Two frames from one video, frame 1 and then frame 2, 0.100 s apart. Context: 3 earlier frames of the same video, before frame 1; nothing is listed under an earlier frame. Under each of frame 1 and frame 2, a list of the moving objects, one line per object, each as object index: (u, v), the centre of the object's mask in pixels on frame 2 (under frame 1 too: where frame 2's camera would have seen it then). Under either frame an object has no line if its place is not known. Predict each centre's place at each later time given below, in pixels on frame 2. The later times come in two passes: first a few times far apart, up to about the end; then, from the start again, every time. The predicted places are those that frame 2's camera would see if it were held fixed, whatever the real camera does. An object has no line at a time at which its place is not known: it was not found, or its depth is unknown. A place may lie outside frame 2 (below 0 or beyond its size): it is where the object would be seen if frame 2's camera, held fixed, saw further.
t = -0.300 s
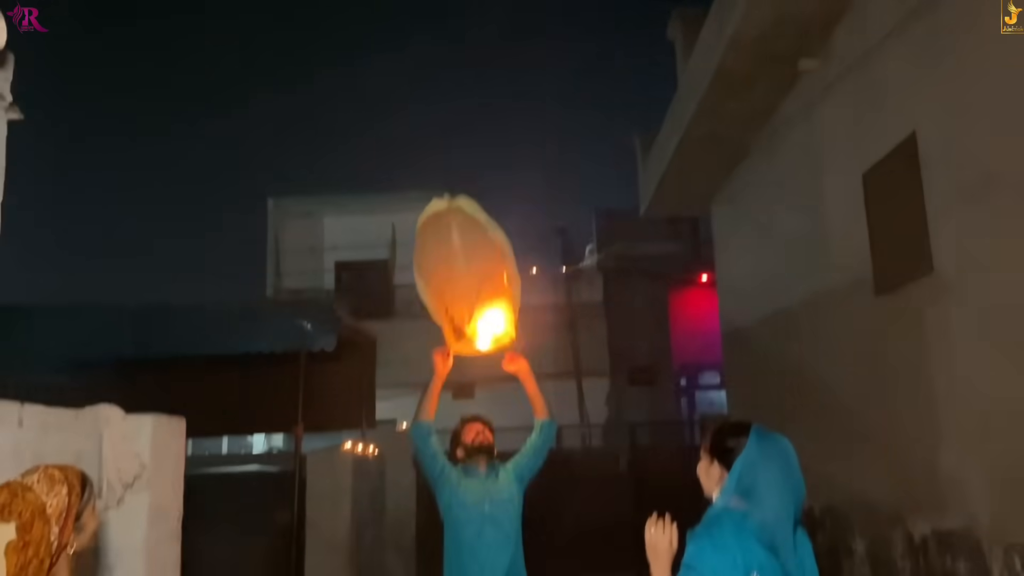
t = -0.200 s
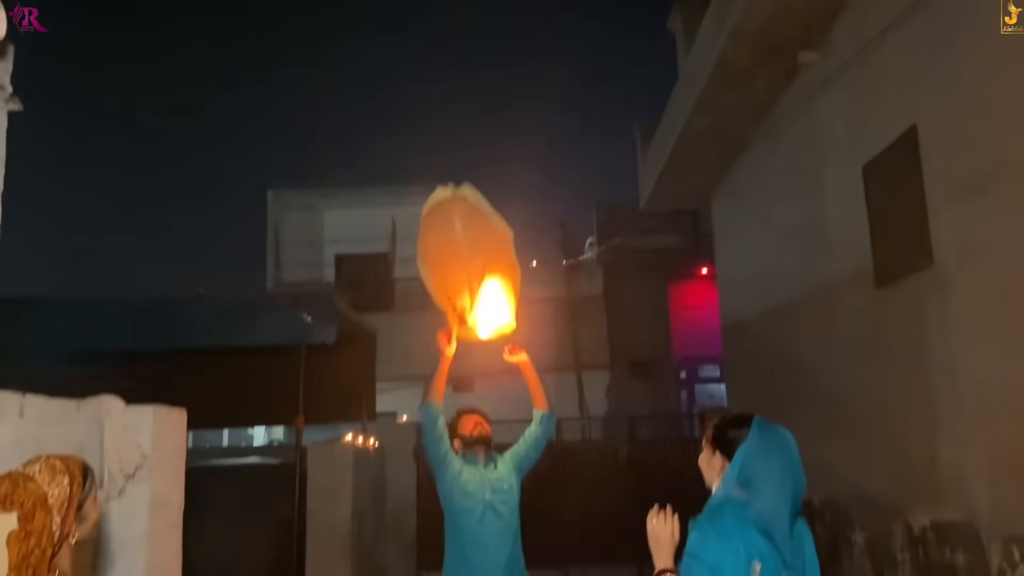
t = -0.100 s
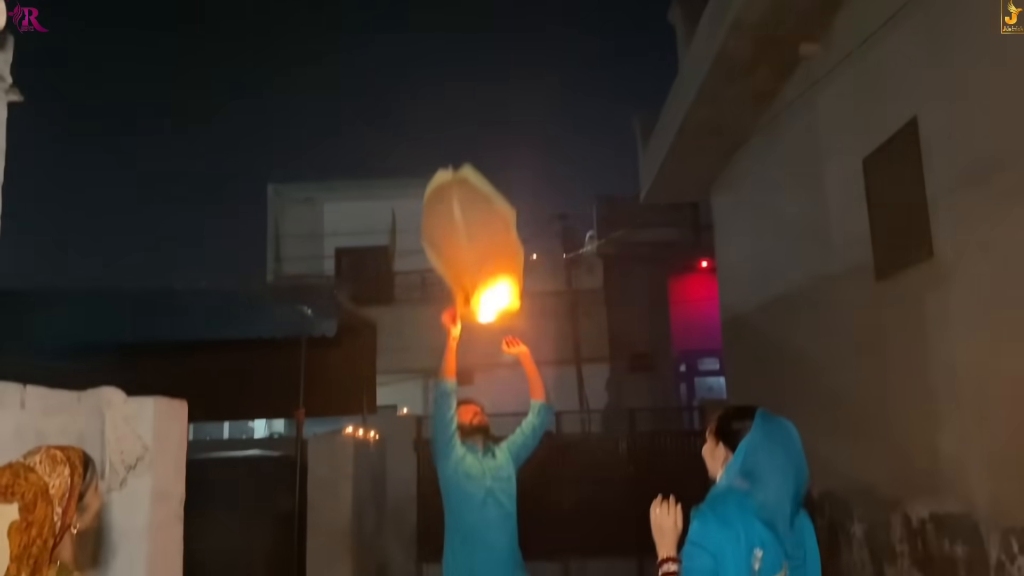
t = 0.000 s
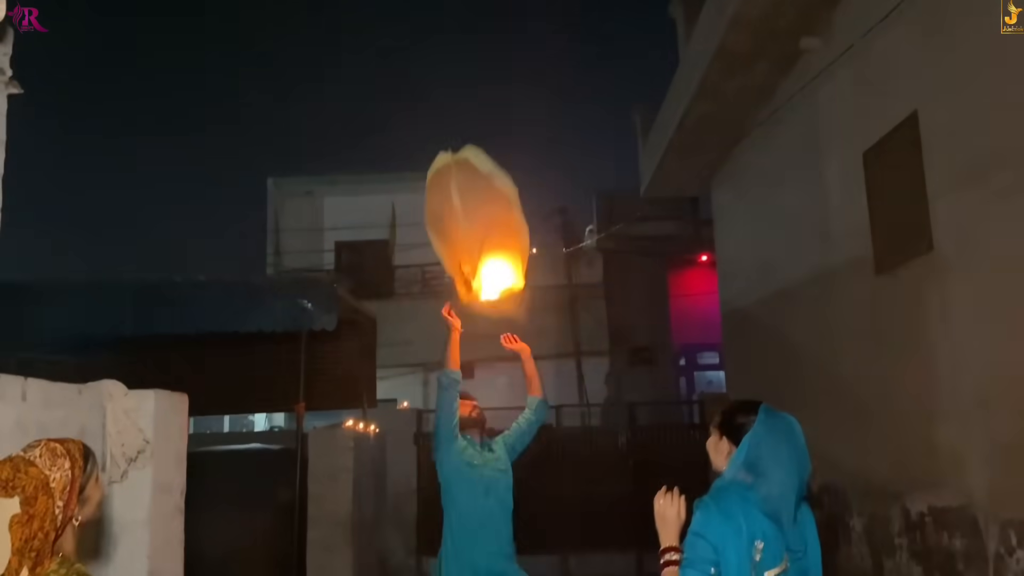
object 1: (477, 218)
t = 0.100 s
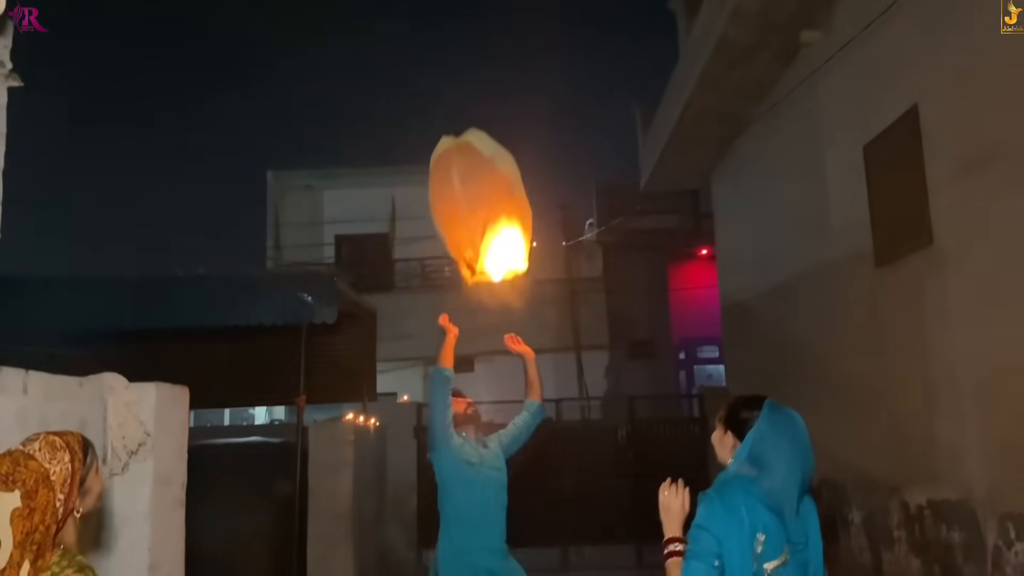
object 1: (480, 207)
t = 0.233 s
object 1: (483, 193)
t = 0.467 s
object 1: (487, 171)
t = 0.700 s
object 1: (489, 152)
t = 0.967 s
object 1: (489, 134)
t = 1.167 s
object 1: (487, 119)
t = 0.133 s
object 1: (482, 204)
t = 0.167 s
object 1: (482, 200)
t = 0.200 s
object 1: (483, 196)
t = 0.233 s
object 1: (483, 193)
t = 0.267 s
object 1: (484, 182)
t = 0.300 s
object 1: (485, 185)
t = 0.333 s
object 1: (485, 182)
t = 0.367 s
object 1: (486, 179)
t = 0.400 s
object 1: (486, 176)
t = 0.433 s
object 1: (487, 173)
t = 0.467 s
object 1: (487, 171)
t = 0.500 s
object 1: (487, 167)
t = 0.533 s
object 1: (488, 165)
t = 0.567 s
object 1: (488, 162)
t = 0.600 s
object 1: (488, 160)
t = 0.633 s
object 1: (488, 157)
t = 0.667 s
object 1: (489, 155)
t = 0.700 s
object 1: (489, 152)
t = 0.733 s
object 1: (488, 150)
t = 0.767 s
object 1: (489, 147)
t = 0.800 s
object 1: (488, 146)
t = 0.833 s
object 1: (489, 143)
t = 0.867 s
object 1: (488, 141)
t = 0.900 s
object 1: (488, 139)
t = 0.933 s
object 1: (488, 136)
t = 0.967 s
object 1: (489, 134)
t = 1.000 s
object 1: (488, 132)
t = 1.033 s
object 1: (488, 129)
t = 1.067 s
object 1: (488, 126)
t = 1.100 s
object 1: (488, 124)
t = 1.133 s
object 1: (488, 121)
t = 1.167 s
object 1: (487, 119)
